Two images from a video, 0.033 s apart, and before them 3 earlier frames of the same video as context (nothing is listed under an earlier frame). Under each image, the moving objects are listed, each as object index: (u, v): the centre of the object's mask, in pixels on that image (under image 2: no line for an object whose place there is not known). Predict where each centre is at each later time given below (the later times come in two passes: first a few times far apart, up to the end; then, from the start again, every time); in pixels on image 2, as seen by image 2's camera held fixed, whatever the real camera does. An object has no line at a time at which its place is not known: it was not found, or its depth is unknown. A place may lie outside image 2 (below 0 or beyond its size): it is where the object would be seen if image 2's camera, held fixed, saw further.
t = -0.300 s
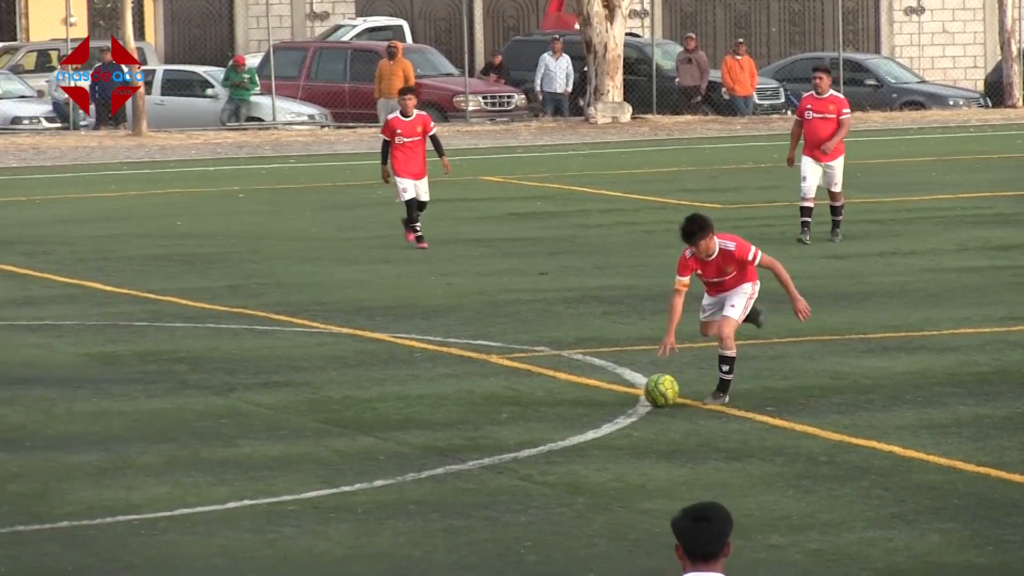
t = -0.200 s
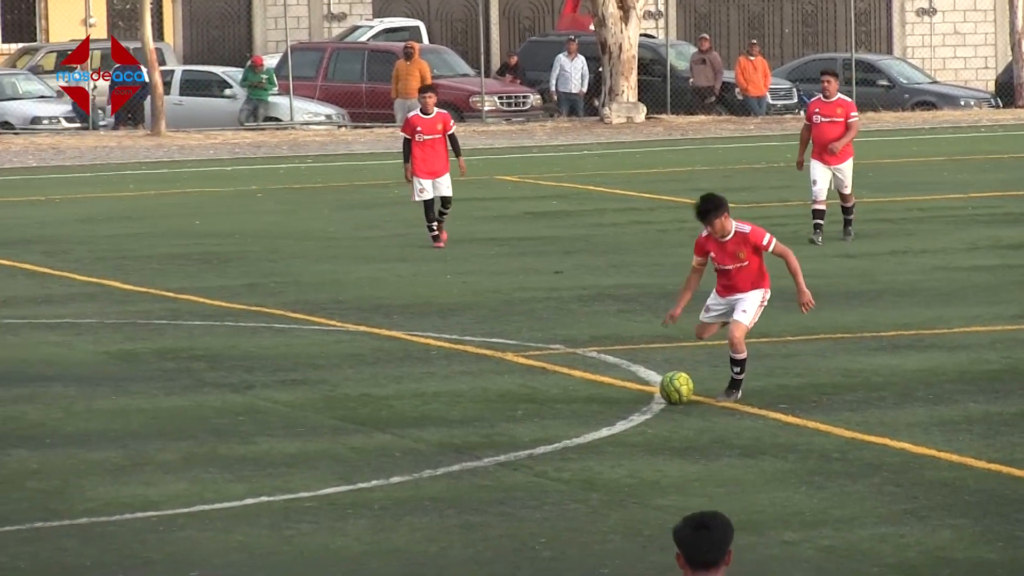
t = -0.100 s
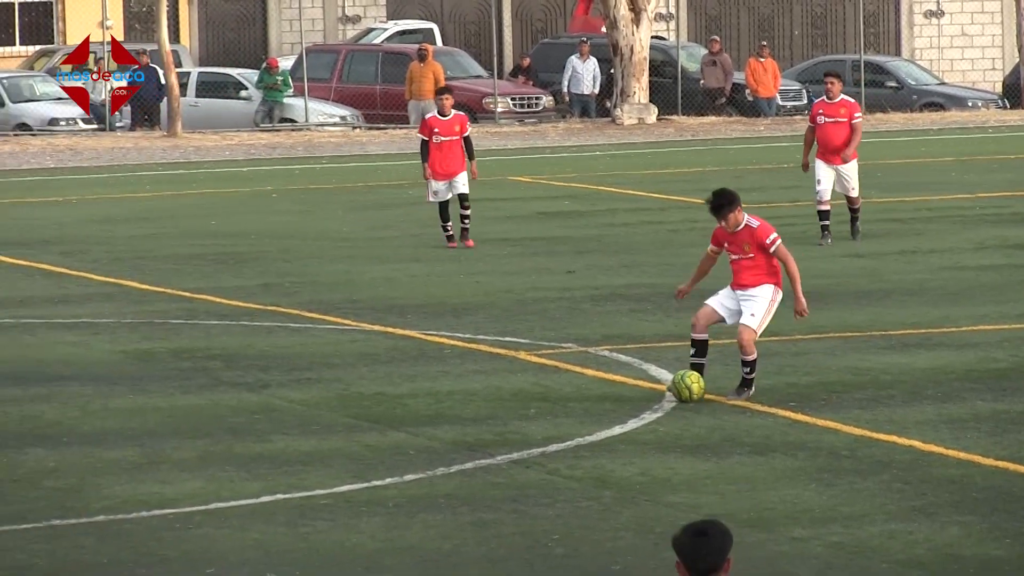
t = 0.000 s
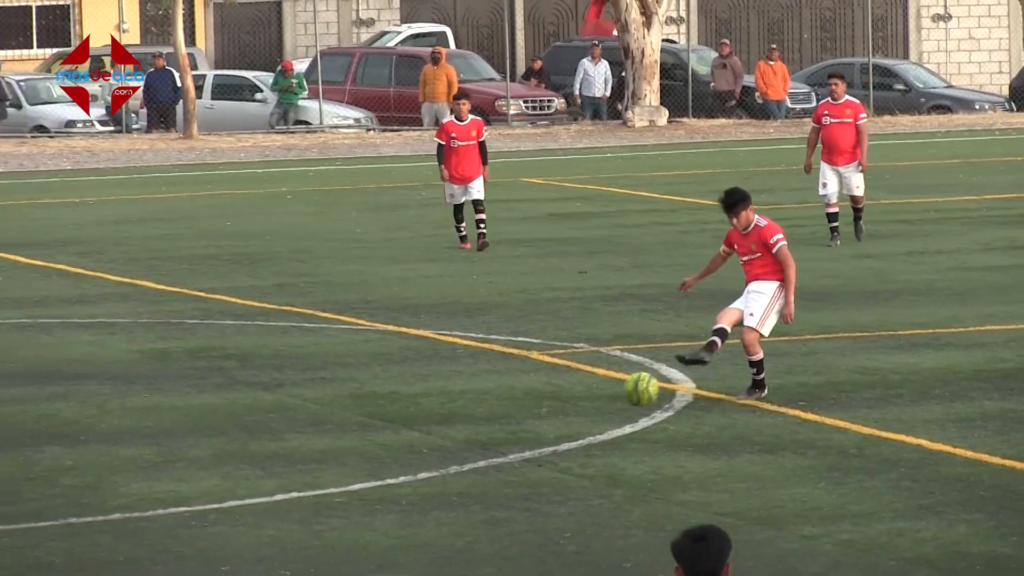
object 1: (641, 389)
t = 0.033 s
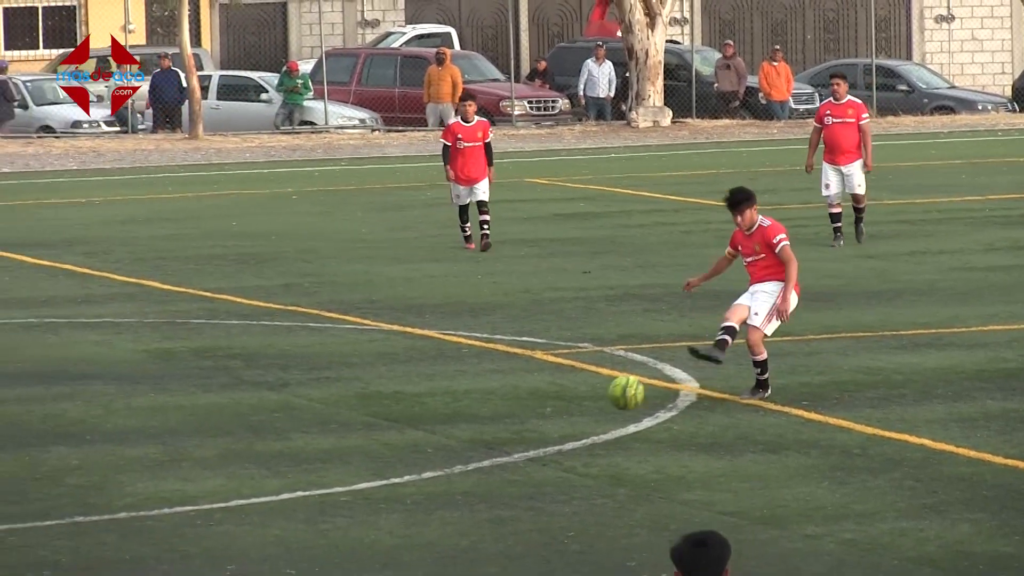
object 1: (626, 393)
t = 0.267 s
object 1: (492, 481)
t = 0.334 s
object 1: (452, 489)
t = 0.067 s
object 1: (607, 398)
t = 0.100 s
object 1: (588, 406)
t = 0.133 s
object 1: (569, 416)
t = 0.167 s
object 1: (551, 428)
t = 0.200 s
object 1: (531, 443)
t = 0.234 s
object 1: (510, 460)
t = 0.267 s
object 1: (492, 481)
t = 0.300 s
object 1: (472, 486)
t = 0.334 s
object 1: (452, 489)
